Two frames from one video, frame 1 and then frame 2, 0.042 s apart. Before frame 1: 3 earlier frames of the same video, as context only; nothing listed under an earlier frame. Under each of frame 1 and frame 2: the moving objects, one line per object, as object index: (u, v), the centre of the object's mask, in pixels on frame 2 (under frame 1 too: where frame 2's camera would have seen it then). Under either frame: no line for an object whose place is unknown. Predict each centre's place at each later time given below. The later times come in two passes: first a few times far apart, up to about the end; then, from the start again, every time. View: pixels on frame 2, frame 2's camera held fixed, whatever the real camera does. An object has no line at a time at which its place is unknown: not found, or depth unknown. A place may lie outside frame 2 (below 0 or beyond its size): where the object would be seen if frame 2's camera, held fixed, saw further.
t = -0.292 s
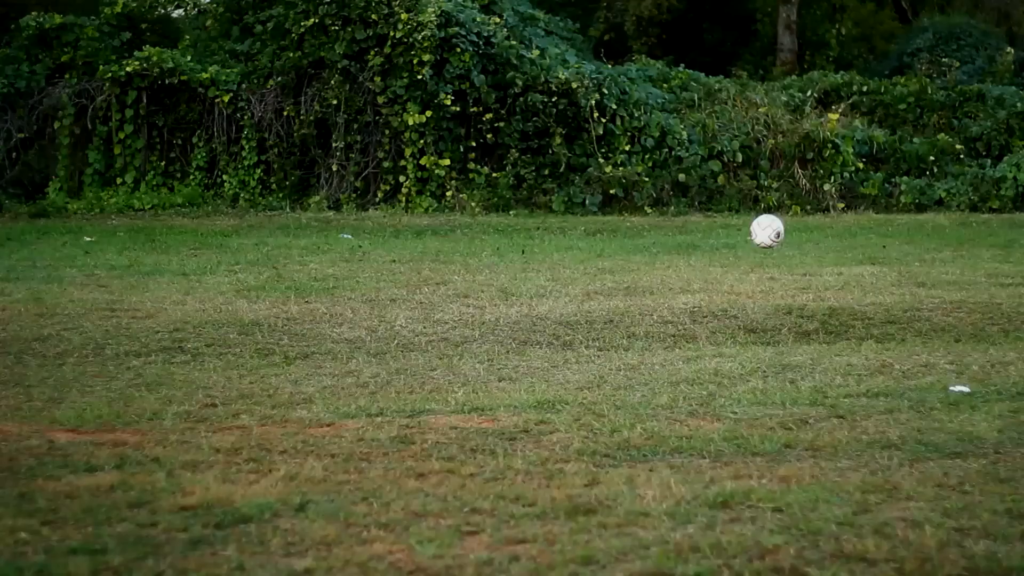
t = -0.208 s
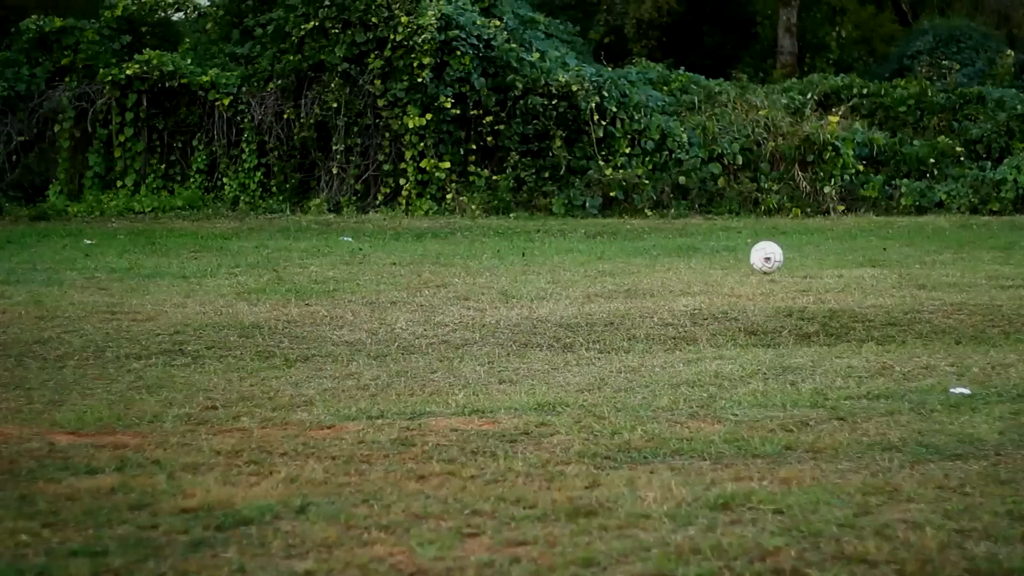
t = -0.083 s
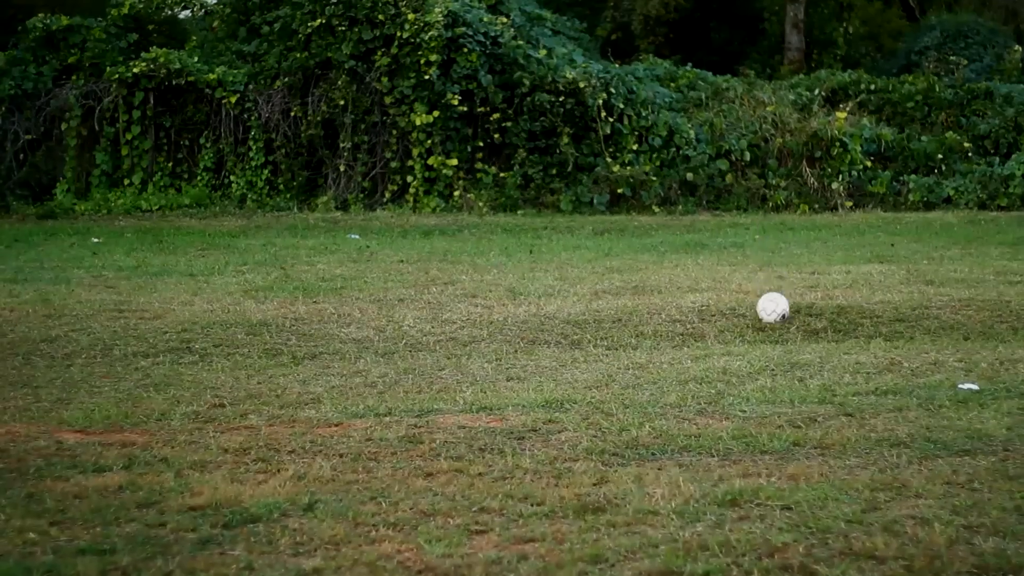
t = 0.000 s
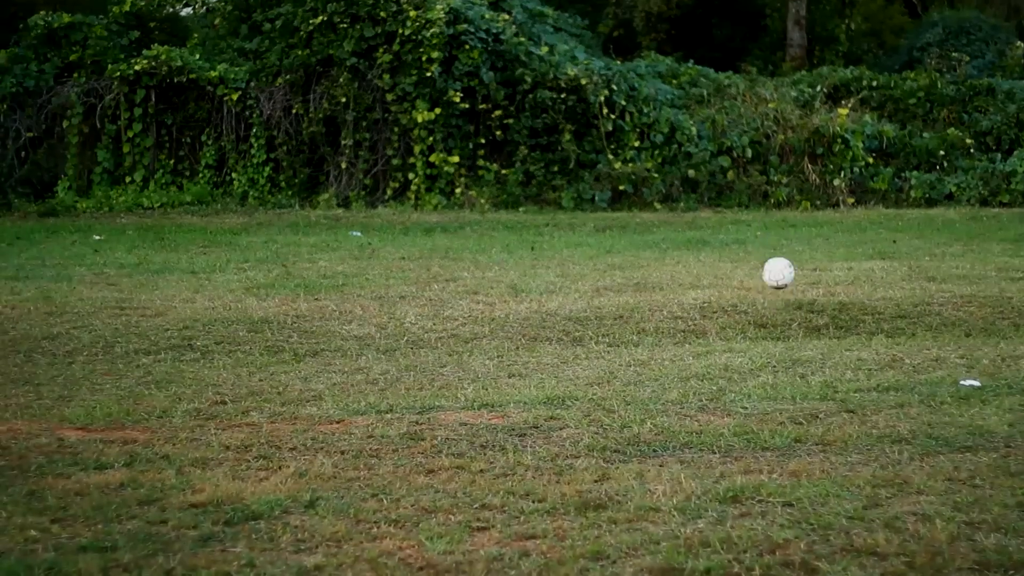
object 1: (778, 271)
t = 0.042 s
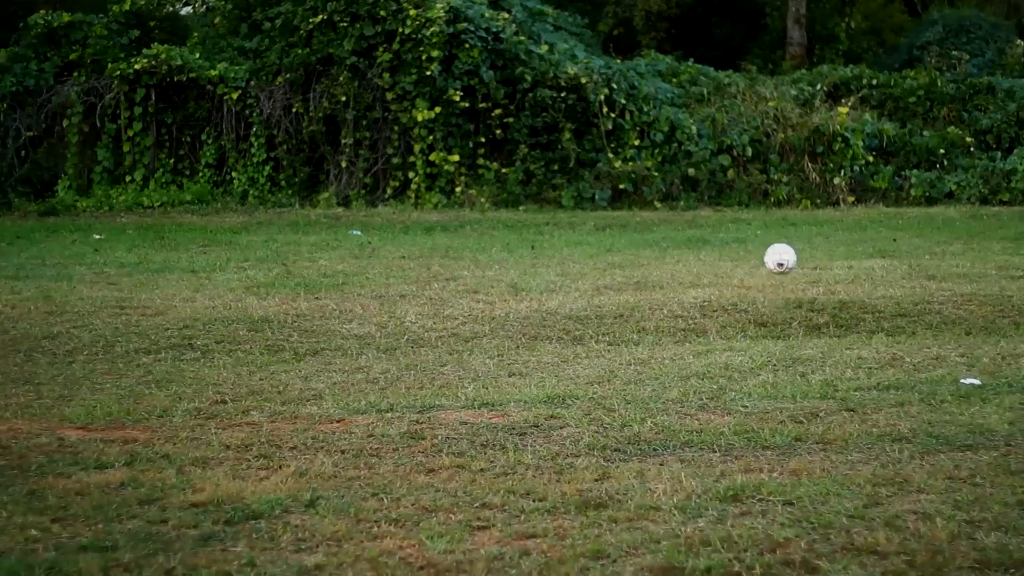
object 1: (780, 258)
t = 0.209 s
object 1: (786, 235)
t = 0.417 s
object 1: (791, 258)
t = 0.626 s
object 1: (797, 262)
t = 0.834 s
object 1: (802, 267)
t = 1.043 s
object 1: (806, 270)
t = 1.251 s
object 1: (811, 268)
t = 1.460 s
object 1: (815, 265)
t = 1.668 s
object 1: (820, 264)
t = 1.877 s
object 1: (822, 260)
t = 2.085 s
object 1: (823, 259)
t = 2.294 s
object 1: (823, 259)
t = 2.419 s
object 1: (822, 259)
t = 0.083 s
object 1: (782, 249)
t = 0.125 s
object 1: (783, 241)
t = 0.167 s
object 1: (785, 237)
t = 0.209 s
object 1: (786, 235)
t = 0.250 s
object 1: (787, 234)
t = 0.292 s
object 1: (789, 236)
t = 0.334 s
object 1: (790, 240)
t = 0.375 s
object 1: (791, 248)
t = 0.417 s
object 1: (791, 258)
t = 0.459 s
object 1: (792, 270)
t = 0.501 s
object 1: (793, 283)
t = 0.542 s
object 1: (795, 276)
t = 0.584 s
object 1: (796, 268)
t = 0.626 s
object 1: (797, 262)
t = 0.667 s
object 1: (798, 257)
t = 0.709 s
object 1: (799, 256)
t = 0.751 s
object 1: (800, 258)
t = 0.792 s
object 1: (801, 261)
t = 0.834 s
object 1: (802, 267)
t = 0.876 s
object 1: (803, 275)
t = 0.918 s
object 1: (804, 274)
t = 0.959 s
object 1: (805, 271)
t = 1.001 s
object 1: (806, 270)
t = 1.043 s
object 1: (806, 270)
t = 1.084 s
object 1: (807, 272)
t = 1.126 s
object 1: (808, 271)
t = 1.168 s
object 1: (809, 268)
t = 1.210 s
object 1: (810, 268)
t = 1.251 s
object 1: (811, 268)
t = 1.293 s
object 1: (812, 268)
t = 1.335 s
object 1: (813, 266)
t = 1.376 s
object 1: (814, 265)
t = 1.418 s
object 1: (814, 266)
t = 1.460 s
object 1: (815, 265)
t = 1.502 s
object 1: (816, 264)
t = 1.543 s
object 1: (817, 264)
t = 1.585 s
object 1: (818, 265)
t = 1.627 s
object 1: (819, 264)
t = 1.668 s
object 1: (820, 264)
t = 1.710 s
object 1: (820, 263)
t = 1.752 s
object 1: (821, 262)
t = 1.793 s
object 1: (821, 261)
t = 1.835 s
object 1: (822, 260)
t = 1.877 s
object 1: (822, 260)
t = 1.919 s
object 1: (822, 261)
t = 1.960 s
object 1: (822, 260)
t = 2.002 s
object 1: (822, 260)
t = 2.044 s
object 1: (823, 260)
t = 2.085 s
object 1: (823, 259)
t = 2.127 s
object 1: (823, 259)
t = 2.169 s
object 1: (823, 259)
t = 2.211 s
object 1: (822, 259)
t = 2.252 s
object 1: (823, 259)
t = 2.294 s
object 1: (823, 259)
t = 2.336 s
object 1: (822, 259)
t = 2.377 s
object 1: (822, 260)
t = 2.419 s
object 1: (822, 259)
